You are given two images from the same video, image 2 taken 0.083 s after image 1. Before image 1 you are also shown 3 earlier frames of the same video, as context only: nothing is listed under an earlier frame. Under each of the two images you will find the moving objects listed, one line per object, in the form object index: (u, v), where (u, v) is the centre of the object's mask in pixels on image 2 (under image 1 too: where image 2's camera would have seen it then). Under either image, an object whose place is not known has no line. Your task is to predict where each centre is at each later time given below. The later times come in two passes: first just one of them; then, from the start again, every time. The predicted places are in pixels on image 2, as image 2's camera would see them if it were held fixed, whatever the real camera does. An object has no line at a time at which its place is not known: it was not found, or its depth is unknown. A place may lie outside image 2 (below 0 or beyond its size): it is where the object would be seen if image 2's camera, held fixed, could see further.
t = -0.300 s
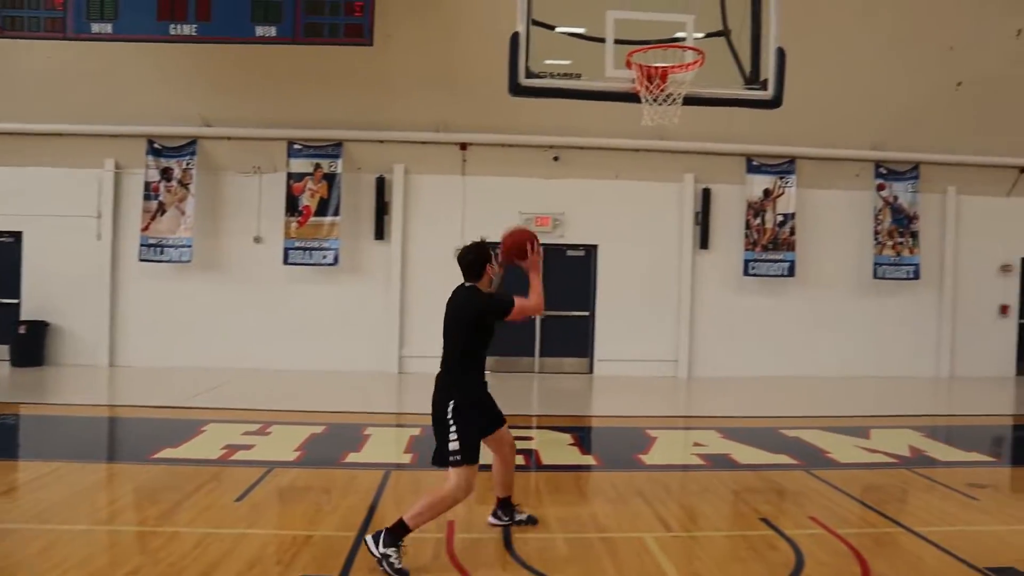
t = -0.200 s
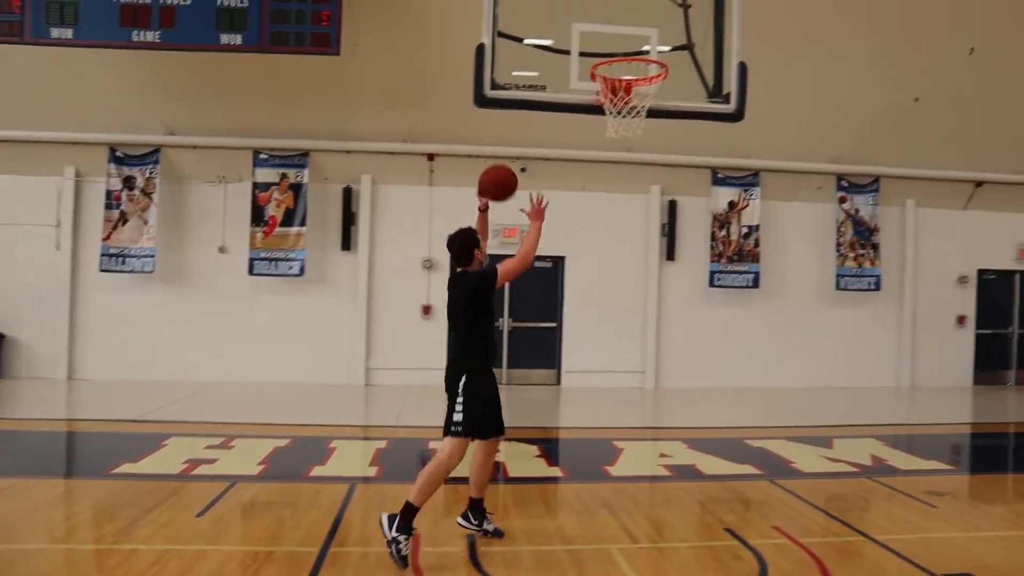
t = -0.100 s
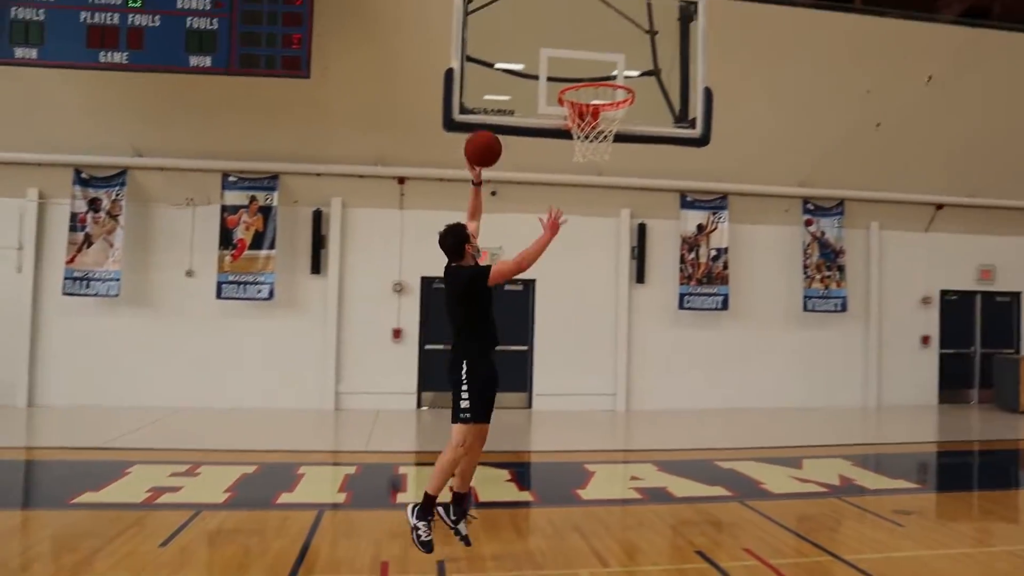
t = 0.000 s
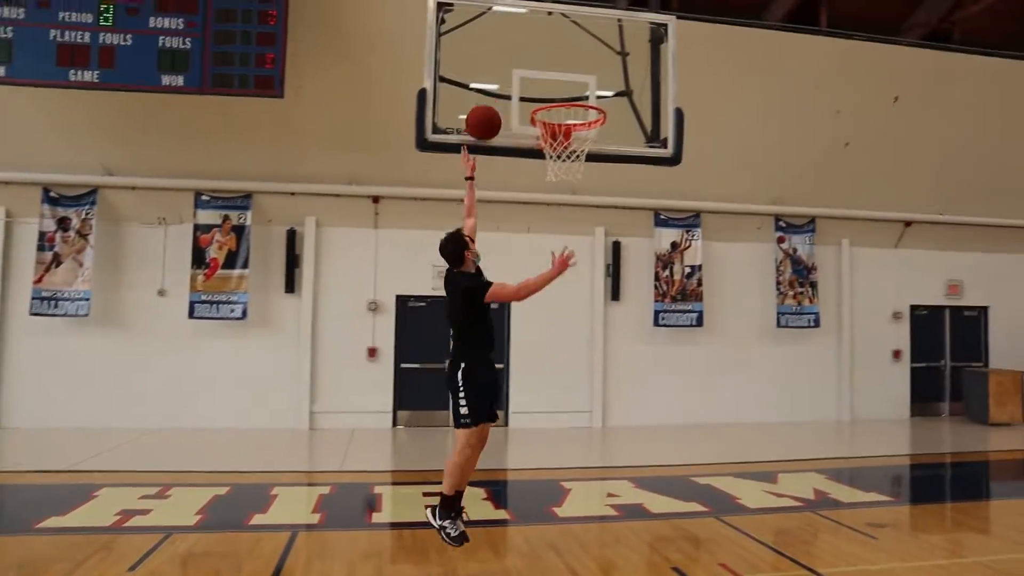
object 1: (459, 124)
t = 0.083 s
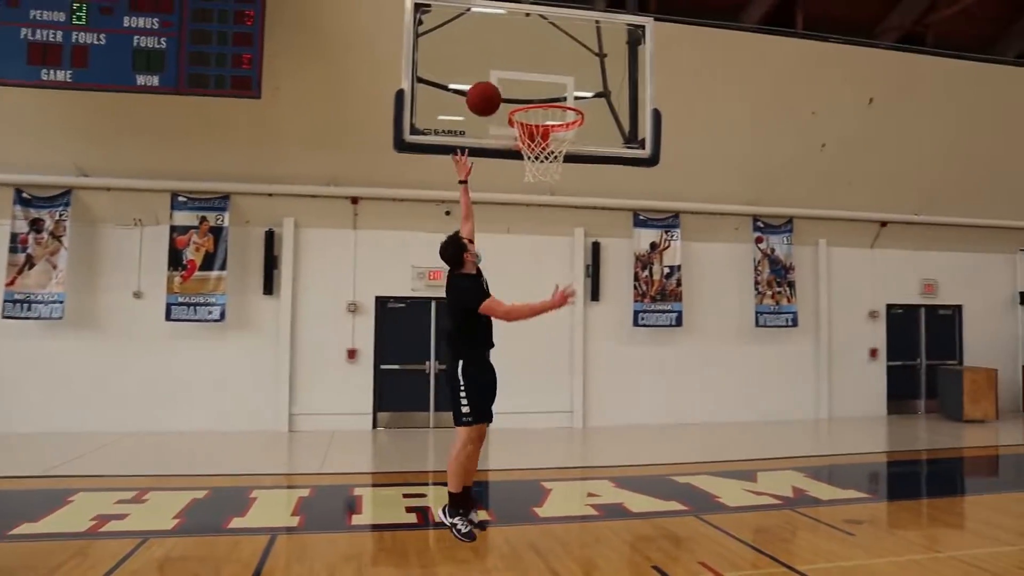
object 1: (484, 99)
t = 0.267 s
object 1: (515, 83)
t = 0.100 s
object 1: (487, 95)
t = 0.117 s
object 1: (489, 92)
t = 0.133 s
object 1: (493, 90)
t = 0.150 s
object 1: (496, 88)
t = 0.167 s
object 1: (498, 86)
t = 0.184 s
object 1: (501, 85)
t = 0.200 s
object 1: (504, 84)
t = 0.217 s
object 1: (507, 83)
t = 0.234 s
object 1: (510, 82)
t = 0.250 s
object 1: (513, 83)
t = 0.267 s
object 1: (515, 83)
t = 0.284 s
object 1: (518, 83)
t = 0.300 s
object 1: (521, 84)
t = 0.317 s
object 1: (523, 86)
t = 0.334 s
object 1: (526, 88)
